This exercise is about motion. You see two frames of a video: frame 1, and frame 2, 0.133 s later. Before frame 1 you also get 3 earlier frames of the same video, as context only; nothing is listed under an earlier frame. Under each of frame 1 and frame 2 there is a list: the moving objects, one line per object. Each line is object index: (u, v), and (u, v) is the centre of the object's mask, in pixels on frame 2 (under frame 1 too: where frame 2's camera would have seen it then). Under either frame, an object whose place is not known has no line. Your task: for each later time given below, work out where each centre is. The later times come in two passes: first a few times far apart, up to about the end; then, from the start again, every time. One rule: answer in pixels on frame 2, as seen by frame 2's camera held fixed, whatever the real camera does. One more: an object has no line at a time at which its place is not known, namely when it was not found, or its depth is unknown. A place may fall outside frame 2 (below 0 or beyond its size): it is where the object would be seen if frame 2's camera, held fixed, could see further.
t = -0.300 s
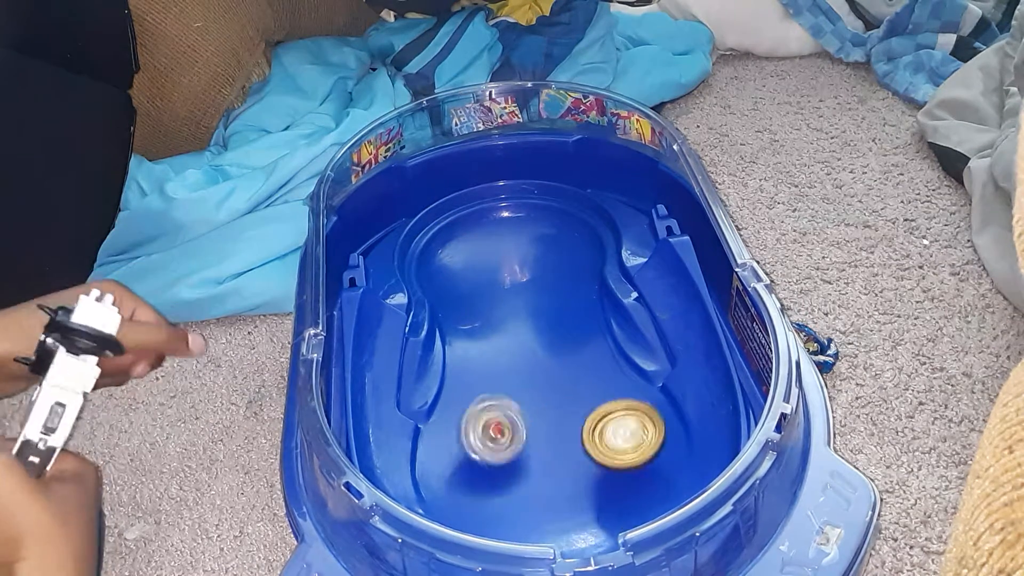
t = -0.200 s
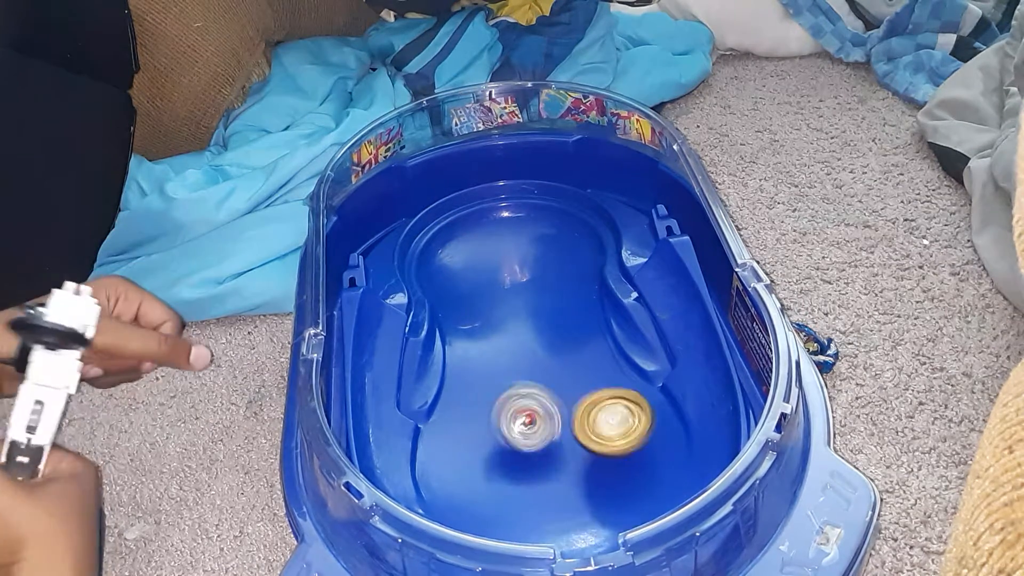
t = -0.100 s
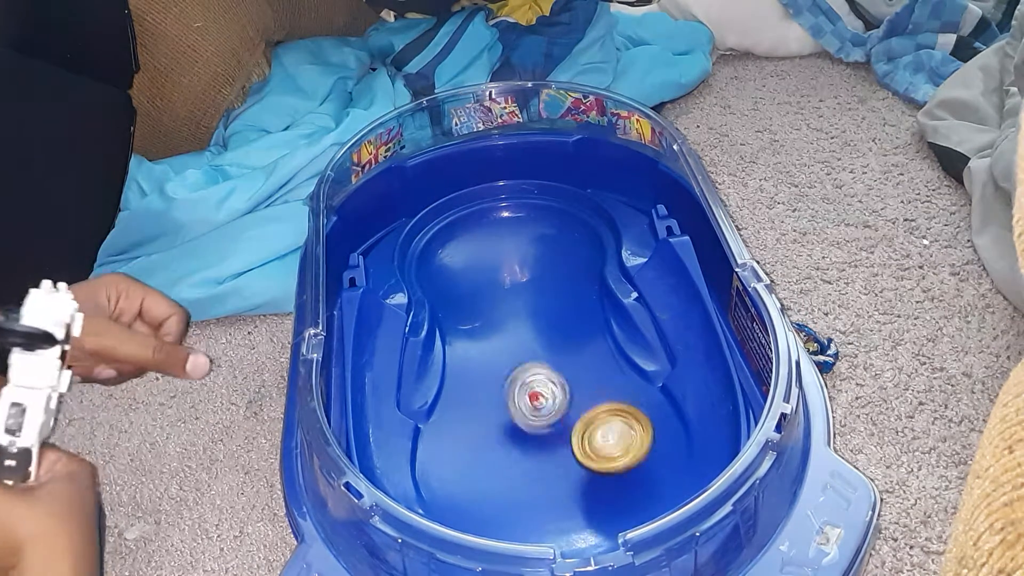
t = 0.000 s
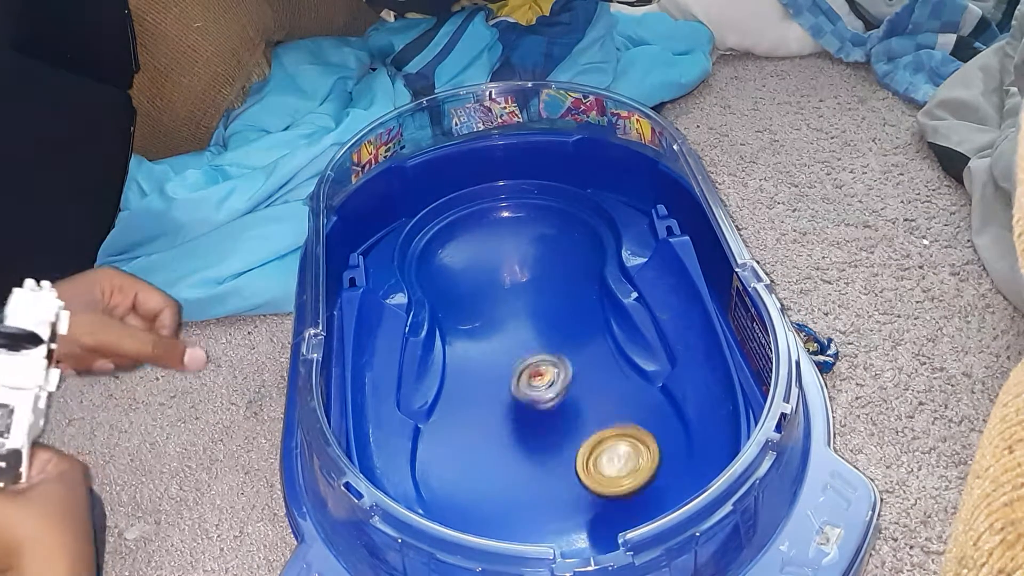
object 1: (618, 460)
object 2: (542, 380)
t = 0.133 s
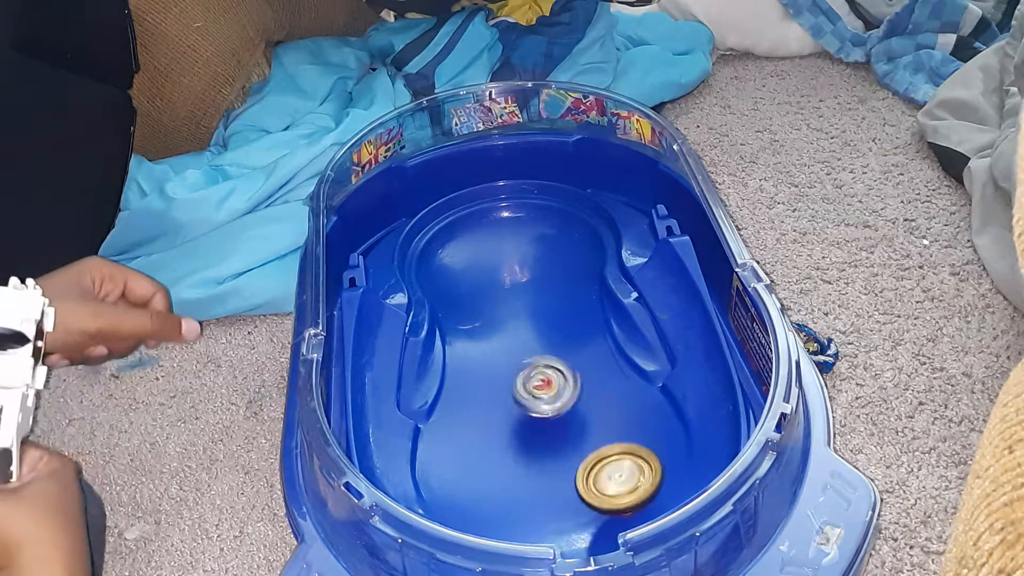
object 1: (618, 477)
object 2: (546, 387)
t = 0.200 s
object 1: (611, 479)
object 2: (542, 399)
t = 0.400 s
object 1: (557, 488)
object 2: (528, 430)
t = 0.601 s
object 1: (532, 512)
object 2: (535, 411)
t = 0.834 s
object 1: (532, 474)
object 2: (536, 409)
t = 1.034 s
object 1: (501, 448)
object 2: (540, 396)
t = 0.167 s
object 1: (616, 478)
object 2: (545, 392)
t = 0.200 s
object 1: (611, 479)
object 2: (542, 399)
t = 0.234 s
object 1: (604, 479)
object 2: (537, 408)
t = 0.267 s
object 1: (595, 478)
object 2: (535, 416)
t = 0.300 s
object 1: (586, 478)
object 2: (534, 422)
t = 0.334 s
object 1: (576, 478)
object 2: (530, 430)
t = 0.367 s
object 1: (565, 480)
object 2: (528, 432)
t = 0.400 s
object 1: (557, 488)
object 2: (528, 430)
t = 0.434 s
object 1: (551, 496)
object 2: (527, 427)
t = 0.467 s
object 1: (545, 501)
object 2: (527, 424)
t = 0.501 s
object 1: (540, 505)
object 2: (528, 421)
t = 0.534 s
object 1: (537, 509)
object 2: (530, 417)
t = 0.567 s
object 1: (534, 511)
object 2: (532, 413)
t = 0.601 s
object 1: (532, 512)
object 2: (535, 411)
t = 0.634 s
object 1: (533, 512)
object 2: (536, 408)
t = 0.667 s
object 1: (535, 510)
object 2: (536, 405)
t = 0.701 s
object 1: (536, 506)
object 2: (536, 403)
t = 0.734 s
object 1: (537, 500)
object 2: (536, 404)
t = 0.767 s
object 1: (536, 493)
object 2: (536, 405)
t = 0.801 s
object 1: (534, 484)
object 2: (537, 407)
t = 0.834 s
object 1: (532, 474)
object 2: (536, 409)
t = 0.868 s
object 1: (529, 465)
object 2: (535, 408)
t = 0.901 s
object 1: (525, 457)
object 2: (534, 405)
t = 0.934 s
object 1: (519, 455)
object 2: (535, 403)
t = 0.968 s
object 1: (513, 452)
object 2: (539, 401)
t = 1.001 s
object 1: (506, 450)
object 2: (540, 399)
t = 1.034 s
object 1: (501, 448)
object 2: (540, 396)
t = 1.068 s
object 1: (496, 446)
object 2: (540, 395)
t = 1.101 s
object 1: (492, 444)
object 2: (540, 396)
